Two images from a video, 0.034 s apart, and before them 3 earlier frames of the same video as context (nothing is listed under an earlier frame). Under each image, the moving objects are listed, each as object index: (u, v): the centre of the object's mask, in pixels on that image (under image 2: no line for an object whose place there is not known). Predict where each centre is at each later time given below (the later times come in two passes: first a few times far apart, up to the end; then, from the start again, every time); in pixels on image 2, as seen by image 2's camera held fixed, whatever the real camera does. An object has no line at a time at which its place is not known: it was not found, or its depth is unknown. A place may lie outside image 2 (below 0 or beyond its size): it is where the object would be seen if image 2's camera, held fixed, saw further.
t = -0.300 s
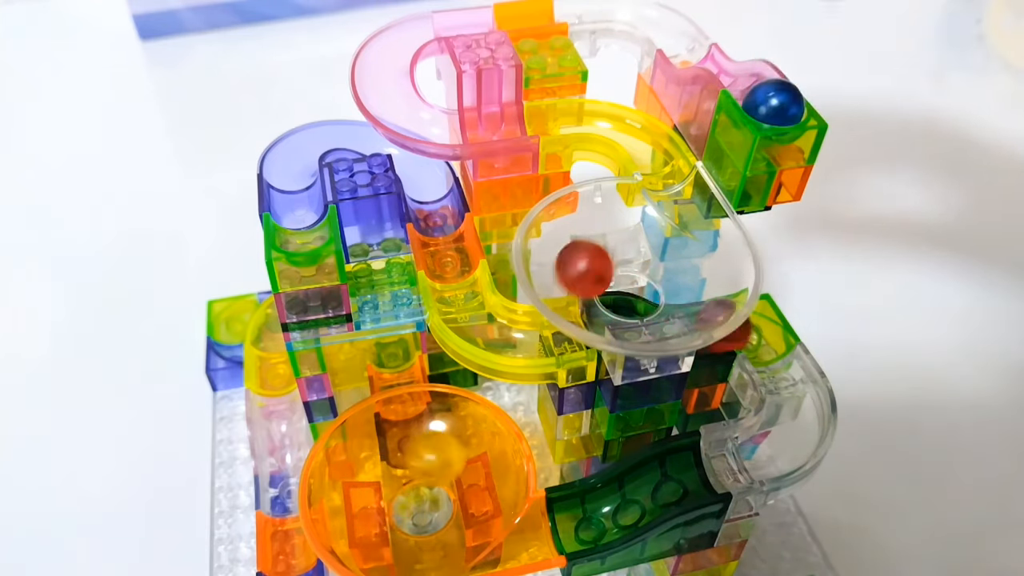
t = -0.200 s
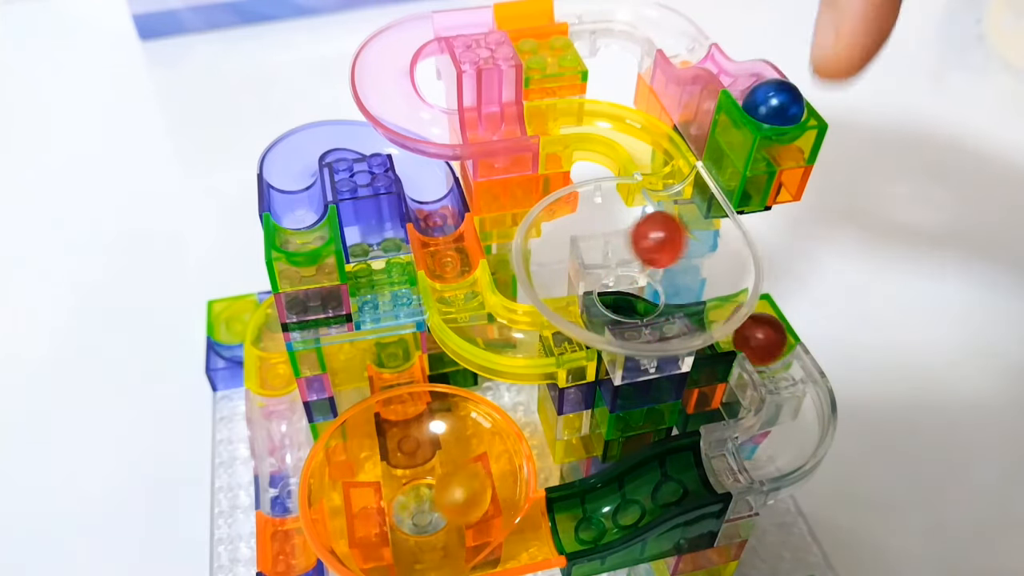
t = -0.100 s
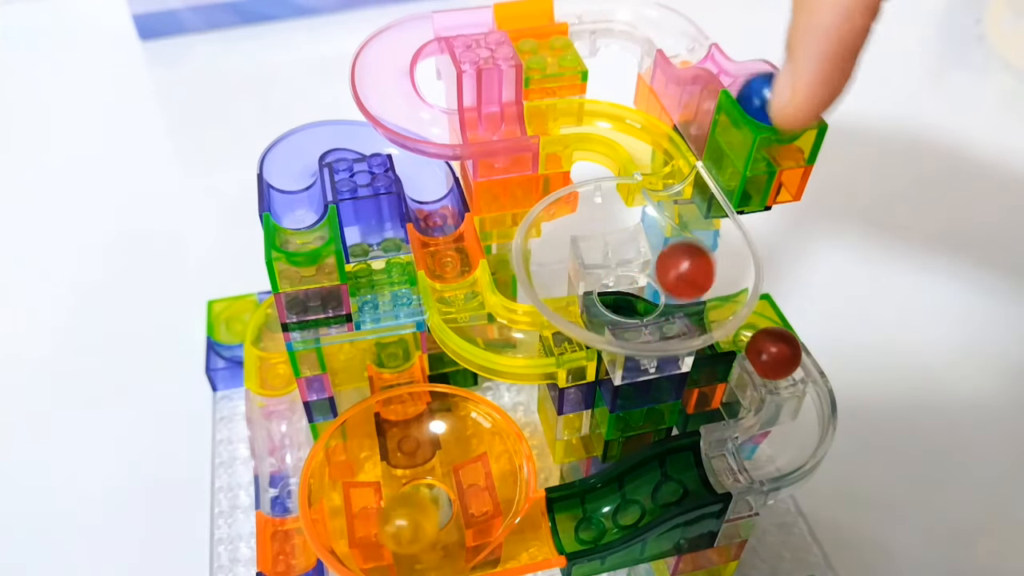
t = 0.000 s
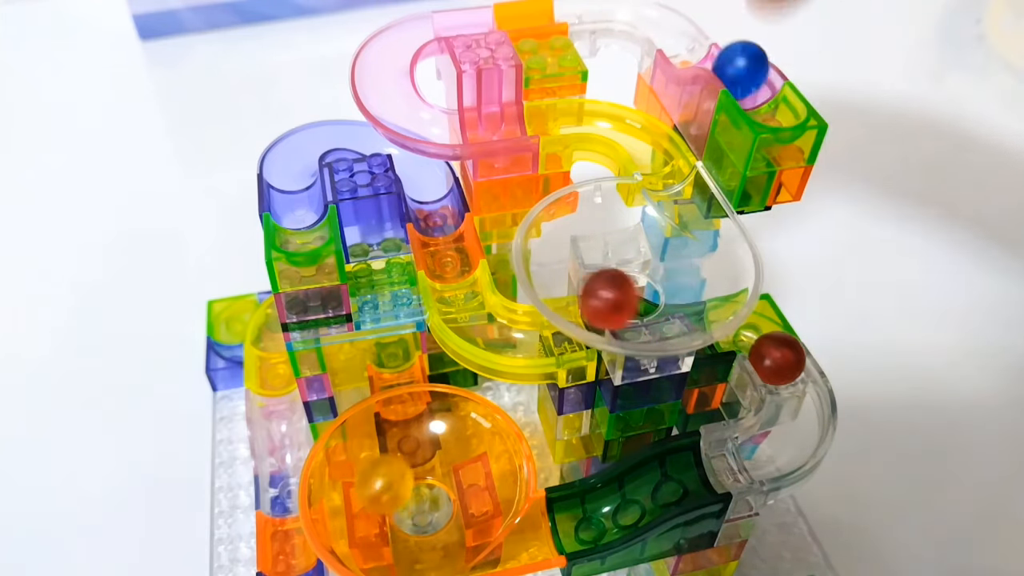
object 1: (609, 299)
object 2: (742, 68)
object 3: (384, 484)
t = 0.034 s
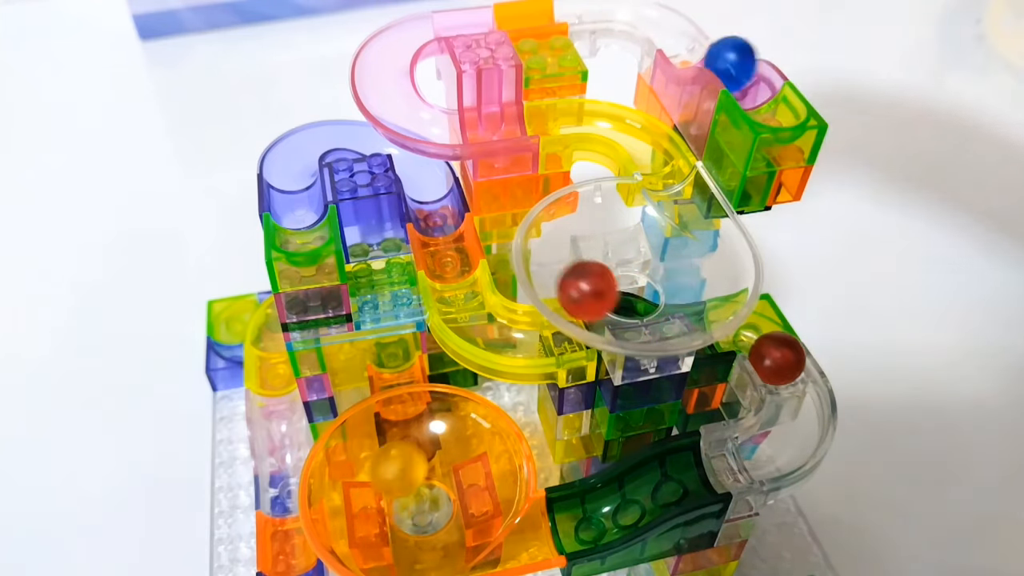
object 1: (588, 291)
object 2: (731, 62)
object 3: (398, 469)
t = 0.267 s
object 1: (690, 263)
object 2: (559, 11)
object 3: (426, 516)
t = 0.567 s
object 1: (625, 252)
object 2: (383, 64)
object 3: (459, 488)
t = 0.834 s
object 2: (655, 149)
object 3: (420, 465)
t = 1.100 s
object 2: (656, 304)
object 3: (400, 500)
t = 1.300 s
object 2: (595, 244)
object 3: (426, 491)
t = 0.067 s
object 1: (579, 279)
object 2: (714, 59)
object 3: (414, 463)
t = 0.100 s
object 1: (585, 268)
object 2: (690, 48)
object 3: (437, 461)
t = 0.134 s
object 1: (603, 258)
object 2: (672, 30)
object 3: (455, 468)
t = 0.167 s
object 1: (630, 251)
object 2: (647, 15)
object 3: (462, 479)
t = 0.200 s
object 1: (658, 249)
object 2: (613, 9)
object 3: (462, 497)
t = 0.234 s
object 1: (680, 253)
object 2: (580, 10)
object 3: (448, 511)
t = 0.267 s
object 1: (690, 263)
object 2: (559, 11)
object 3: (426, 516)
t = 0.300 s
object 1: (685, 278)
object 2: (540, 12)
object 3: (409, 518)
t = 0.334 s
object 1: (666, 292)
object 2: (519, 14)
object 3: (392, 510)
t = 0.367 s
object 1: (639, 298)
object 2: (498, 16)
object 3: (385, 495)
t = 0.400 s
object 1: (612, 295)
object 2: (475, 17)
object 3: (386, 479)
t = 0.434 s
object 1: (592, 285)
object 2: (453, 19)
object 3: (400, 468)
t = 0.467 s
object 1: (583, 273)
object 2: (430, 22)
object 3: (417, 462)
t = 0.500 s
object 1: (587, 261)
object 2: (410, 30)
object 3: (434, 465)
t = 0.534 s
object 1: (601, 255)
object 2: (393, 44)
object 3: (450, 473)
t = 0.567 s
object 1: (625, 252)
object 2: (383, 64)
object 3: (459, 488)
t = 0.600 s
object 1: (650, 254)
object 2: (387, 94)
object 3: (455, 502)
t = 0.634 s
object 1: (672, 261)
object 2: (419, 119)
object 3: (442, 514)
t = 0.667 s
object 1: (684, 271)
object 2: (468, 125)
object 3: (424, 516)
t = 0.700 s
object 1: (684, 283)
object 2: (513, 120)
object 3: (409, 517)
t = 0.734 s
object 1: (671, 292)
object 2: (557, 116)
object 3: (396, 506)
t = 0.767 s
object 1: (647, 297)
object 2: (597, 116)
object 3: (395, 488)
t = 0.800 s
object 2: (633, 128)
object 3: (405, 473)
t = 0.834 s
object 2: (655, 149)
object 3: (420, 465)
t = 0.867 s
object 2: (665, 165)
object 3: (436, 463)
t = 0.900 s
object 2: (674, 178)
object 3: (446, 470)
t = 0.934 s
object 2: (684, 194)
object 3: (451, 485)
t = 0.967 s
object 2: (693, 209)
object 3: (447, 501)
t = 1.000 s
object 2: (701, 228)
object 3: (435, 512)
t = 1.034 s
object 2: (707, 252)
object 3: (421, 516)
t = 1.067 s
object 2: (691, 284)
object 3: (407, 513)
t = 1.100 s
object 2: (656, 304)
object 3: (400, 500)
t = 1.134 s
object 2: (620, 311)
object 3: (408, 484)
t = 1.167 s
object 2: (594, 303)
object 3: (430, 483)
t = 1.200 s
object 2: (580, 289)
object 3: (438, 498)
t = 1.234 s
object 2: (584, 273)
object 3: (424, 509)
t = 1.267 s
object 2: (584, 255)
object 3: (411, 503)
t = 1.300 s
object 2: (595, 244)
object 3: (426, 491)
